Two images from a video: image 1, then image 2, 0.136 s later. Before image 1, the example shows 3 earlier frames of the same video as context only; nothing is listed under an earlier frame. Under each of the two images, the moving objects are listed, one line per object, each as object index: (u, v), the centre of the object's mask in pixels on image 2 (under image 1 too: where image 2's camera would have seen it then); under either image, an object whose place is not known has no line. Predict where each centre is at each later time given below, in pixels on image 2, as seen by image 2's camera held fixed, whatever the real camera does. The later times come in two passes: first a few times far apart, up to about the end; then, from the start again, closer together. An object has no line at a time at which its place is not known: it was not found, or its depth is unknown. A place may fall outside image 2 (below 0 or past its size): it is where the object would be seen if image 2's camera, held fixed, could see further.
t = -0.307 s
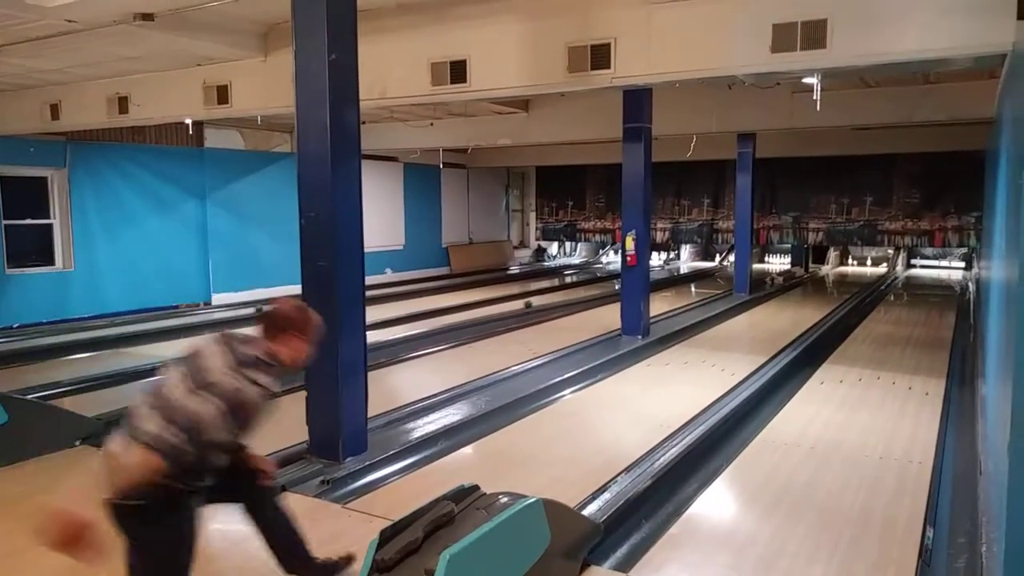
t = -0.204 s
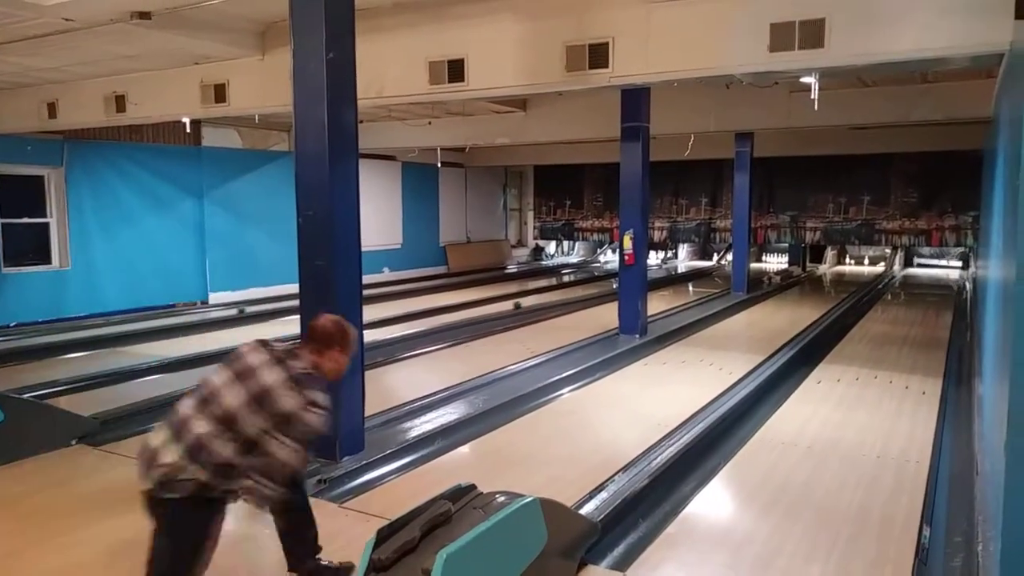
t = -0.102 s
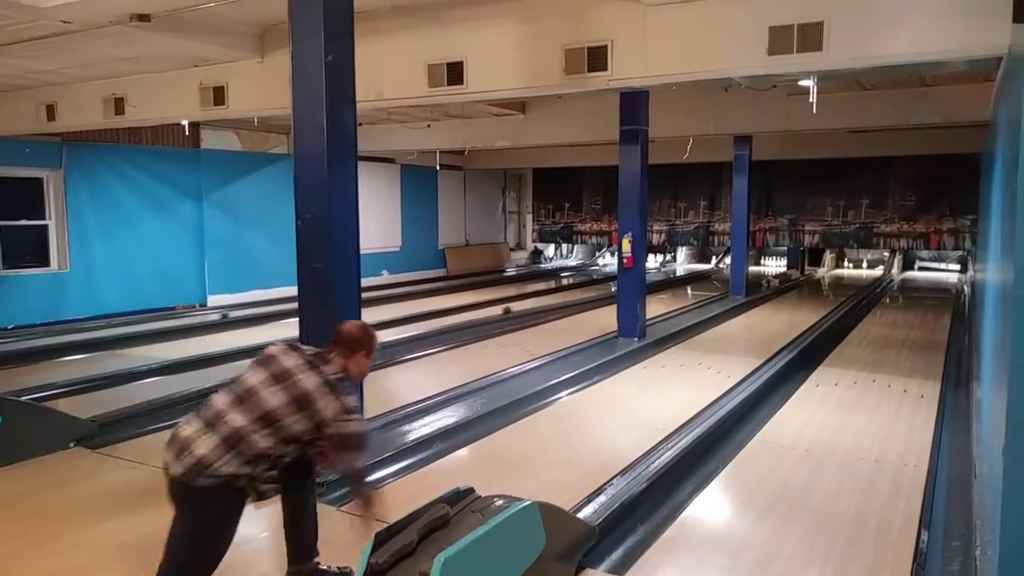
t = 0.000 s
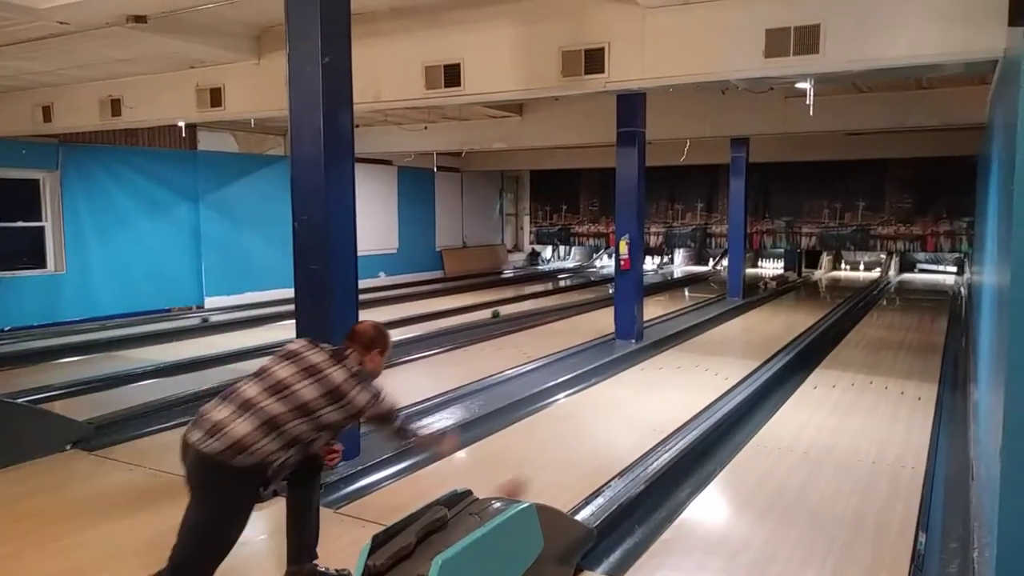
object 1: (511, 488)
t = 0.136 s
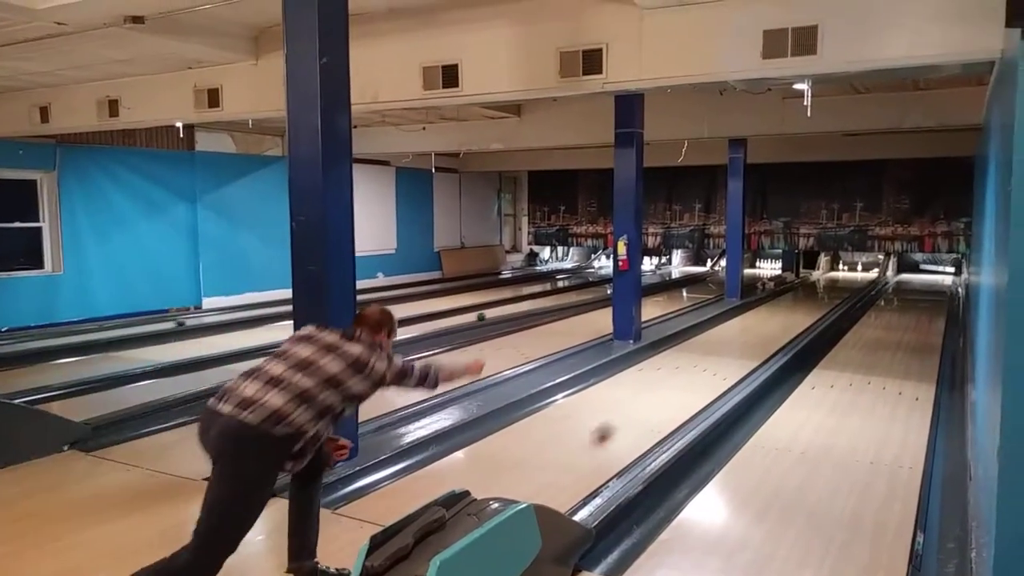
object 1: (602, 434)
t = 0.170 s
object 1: (619, 422)
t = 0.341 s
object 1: (686, 380)
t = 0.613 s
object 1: (752, 340)
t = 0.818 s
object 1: (785, 320)
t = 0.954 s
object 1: (801, 312)
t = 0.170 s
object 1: (619, 422)
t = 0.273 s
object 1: (663, 396)
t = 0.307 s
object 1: (675, 387)
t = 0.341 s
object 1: (686, 380)
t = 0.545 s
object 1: (739, 348)
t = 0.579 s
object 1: (746, 344)
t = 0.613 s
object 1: (752, 340)
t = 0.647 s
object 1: (759, 336)
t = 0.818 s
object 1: (785, 320)
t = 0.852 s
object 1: (789, 318)
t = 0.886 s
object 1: (793, 316)
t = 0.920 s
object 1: (797, 313)
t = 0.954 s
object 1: (801, 312)
